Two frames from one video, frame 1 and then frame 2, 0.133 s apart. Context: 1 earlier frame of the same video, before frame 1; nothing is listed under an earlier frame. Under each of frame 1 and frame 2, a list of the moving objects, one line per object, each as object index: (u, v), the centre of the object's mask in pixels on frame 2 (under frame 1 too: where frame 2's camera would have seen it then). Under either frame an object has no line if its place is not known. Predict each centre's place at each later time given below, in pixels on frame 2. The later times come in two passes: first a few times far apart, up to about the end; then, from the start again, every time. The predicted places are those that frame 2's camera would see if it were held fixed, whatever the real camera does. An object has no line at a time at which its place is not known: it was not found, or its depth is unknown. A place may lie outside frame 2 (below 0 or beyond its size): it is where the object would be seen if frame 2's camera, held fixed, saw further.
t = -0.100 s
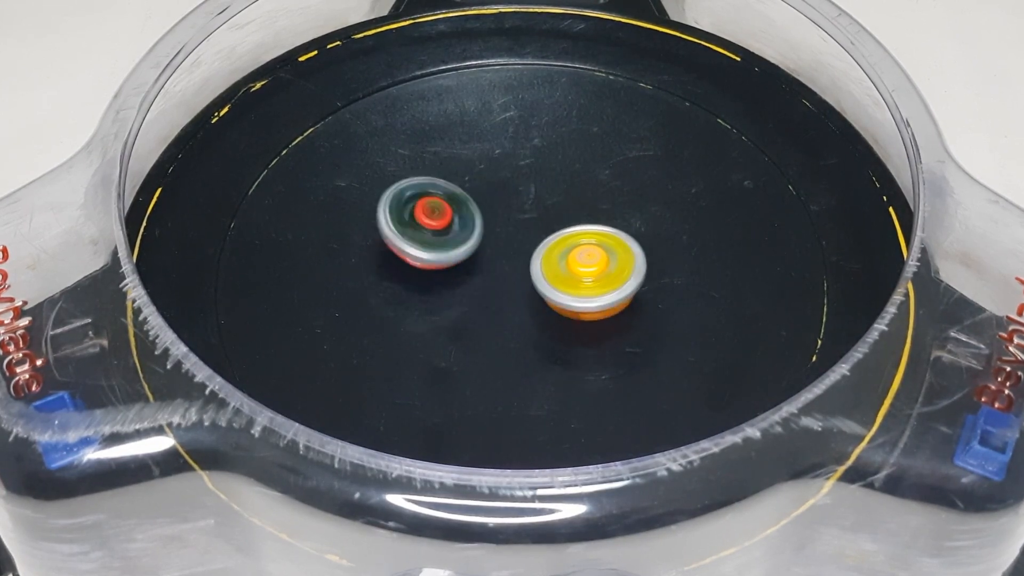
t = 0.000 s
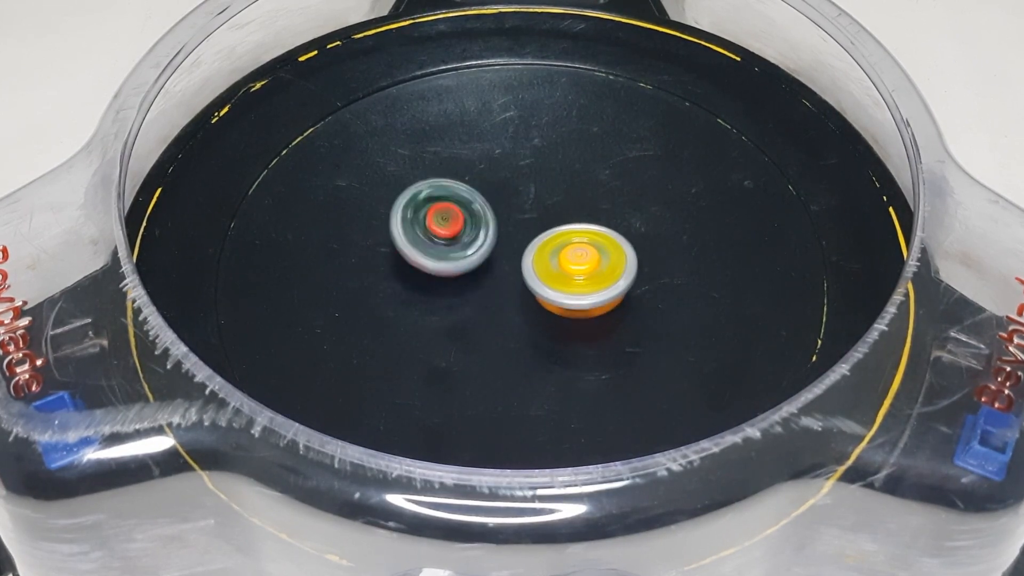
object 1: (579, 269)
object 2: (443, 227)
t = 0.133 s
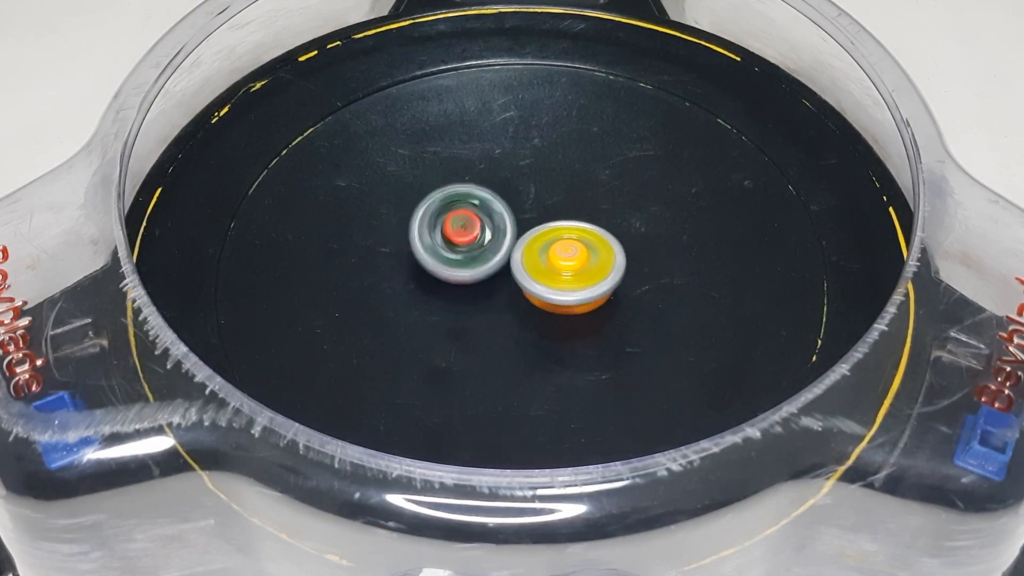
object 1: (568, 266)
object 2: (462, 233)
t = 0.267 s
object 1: (583, 269)
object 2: (464, 228)
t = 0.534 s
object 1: (589, 261)
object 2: (465, 235)
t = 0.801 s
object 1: (591, 250)
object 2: (447, 241)
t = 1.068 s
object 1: (590, 239)
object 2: (447, 242)
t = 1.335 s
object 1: (586, 233)
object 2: (467, 250)
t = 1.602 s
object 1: (578, 231)
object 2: (471, 269)
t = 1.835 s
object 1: (577, 230)
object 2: (461, 272)
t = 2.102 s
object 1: (615, 224)
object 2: (419, 273)
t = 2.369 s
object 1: (612, 225)
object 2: (447, 279)
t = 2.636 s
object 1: (587, 234)
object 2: (494, 299)
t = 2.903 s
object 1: (574, 227)
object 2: (492, 299)
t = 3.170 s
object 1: (620, 175)
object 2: (434, 295)
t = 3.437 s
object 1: (606, 176)
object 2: (478, 283)
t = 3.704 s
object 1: (583, 204)
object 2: (523, 297)
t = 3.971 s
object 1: (605, 199)
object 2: (499, 295)
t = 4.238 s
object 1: (606, 203)
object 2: (444, 242)
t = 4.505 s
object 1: (600, 211)
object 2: (494, 209)
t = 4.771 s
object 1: (611, 252)
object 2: (535, 183)
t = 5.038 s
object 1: (595, 267)
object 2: (542, 193)
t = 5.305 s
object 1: (562, 271)
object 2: (539, 192)
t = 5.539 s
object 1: (532, 268)
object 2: (540, 189)
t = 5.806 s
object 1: (507, 260)
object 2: (542, 189)
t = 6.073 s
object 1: (495, 252)
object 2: (544, 188)
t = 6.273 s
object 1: (492, 252)
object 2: (549, 187)
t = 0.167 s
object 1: (573, 268)
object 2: (462, 231)
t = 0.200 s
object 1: (575, 268)
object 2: (465, 230)
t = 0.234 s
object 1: (574, 267)
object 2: (470, 231)
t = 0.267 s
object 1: (583, 269)
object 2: (464, 228)
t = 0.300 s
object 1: (590, 271)
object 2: (461, 225)
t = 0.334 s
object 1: (592, 271)
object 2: (462, 225)
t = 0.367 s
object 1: (592, 270)
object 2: (464, 226)
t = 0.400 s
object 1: (592, 268)
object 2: (465, 229)
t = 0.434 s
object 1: (592, 266)
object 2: (465, 231)
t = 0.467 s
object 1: (591, 265)
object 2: (465, 233)
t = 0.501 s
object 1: (590, 263)
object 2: (465, 234)
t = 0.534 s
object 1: (589, 261)
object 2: (465, 235)
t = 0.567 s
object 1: (588, 260)
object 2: (466, 237)
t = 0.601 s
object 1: (586, 258)
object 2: (465, 238)
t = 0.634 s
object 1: (584, 256)
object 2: (465, 239)
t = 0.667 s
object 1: (582, 255)
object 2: (465, 240)
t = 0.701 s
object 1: (580, 253)
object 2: (465, 242)
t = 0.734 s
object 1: (578, 252)
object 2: (465, 243)
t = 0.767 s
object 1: (580, 250)
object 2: (461, 243)
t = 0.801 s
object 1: (591, 250)
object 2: (447, 241)
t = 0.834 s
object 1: (596, 249)
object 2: (439, 240)
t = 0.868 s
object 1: (596, 248)
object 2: (436, 239)
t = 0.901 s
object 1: (596, 247)
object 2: (438, 239)
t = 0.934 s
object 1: (595, 245)
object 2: (439, 239)
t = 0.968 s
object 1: (594, 243)
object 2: (441, 240)
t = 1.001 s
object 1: (593, 242)
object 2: (443, 240)
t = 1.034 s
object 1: (592, 241)
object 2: (445, 241)
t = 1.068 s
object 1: (590, 239)
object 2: (447, 242)
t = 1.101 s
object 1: (589, 238)
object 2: (449, 243)
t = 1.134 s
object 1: (587, 237)
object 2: (451, 243)
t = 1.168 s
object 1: (585, 237)
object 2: (453, 245)
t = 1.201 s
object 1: (583, 236)
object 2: (457, 245)
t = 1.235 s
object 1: (581, 235)
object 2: (462, 246)
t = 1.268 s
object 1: (580, 235)
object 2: (467, 248)
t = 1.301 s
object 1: (585, 234)
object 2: (466, 249)
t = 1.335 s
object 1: (586, 233)
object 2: (467, 250)
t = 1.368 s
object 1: (585, 233)
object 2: (470, 252)
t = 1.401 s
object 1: (583, 233)
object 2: (471, 254)
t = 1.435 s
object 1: (582, 232)
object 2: (473, 257)
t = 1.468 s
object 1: (583, 231)
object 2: (472, 260)
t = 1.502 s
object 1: (583, 231)
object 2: (472, 263)
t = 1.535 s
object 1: (582, 231)
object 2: (471, 265)
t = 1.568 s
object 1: (580, 231)
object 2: (472, 267)
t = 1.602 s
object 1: (578, 231)
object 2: (471, 269)
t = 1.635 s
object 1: (576, 232)
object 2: (472, 269)
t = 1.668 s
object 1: (577, 231)
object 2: (468, 271)
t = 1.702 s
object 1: (580, 230)
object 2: (463, 273)
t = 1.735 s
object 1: (580, 230)
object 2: (461, 274)
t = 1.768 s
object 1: (580, 230)
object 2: (461, 272)
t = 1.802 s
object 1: (579, 230)
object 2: (460, 273)
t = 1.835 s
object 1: (577, 230)
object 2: (461, 272)
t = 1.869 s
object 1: (575, 231)
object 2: (462, 273)
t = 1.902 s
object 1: (573, 231)
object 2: (463, 272)
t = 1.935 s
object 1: (571, 232)
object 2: (465, 272)
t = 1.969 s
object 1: (569, 233)
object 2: (465, 272)
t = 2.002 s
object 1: (571, 233)
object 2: (465, 272)
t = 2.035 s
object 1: (591, 229)
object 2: (444, 274)
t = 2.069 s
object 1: (606, 225)
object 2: (428, 275)
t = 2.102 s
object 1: (615, 224)
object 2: (419, 273)
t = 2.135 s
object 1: (618, 223)
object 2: (416, 272)
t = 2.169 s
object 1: (619, 222)
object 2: (417, 271)
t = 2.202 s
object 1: (618, 222)
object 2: (421, 271)
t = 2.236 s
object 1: (618, 223)
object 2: (426, 272)
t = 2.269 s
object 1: (616, 223)
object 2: (430, 273)
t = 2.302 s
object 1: (615, 223)
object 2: (434, 274)
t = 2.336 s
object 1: (614, 224)
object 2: (440, 277)
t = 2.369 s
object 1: (612, 225)
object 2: (447, 279)
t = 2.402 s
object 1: (609, 226)
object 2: (454, 282)
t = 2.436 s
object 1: (606, 227)
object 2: (461, 285)
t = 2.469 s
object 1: (604, 228)
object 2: (468, 288)
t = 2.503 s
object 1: (601, 229)
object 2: (475, 291)
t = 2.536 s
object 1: (597, 230)
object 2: (481, 294)
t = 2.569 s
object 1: (594, 232)
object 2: (486, 296)
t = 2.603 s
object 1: (591, 233)
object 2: (491, 298)
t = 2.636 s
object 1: (587, 234)
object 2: (494, 299)
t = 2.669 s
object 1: (584, 235)
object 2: (495, 300)
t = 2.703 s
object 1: (580, 236)
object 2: (497, 300)
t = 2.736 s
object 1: (577, 236)
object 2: (498, 301)
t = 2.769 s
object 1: (575, 236)
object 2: (496, 301)
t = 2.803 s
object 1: (574, 234)
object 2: (495, 300)
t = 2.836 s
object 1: (576, 230)
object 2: (491, 302)
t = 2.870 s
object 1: (576, 228)
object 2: (490, 301)
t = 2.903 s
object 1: (574, 227)
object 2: (492, 299)
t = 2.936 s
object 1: (571, 227)
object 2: (495, 298)
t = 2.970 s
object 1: (568, 226)
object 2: (497, 296)
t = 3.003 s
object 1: (565, 226)
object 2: (497, 295)
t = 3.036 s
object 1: (571, 218)
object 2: (493, 294)
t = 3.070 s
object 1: (590, 204)
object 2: (472, 299)
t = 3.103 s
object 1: (605, 191)
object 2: (454, 299)
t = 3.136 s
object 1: (615, 182)
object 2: (441, 300)
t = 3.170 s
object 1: (620, 175)
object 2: (434, 295)
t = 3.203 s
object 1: (622, 172)
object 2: (432, 293)
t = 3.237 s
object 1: (621, 171)
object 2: (435, 287)
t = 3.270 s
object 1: (620, 170)
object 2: (441, 284)
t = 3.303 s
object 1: (618, 170)
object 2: (447, 282)
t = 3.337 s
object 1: (615, 170)
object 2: (454, 280)
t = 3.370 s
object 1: (612, 171)
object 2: (462, 281)
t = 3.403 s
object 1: (609, 173)
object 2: (470, 281)
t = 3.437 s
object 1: (606, 176)
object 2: (478, 283)
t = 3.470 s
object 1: (602, 179)
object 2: (486, 284)
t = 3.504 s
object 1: (599, 182)
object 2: (494, 286)
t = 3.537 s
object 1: (596, 186)
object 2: (502, 289)
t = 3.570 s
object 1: (592, 190)
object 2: (508, 291)
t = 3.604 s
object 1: (589, 194)
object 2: (514, 294)
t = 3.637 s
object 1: (587, 198)
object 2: (519, 295)
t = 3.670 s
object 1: (585, 201)
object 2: (522, 296)
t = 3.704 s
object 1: (583, 204)
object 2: (523, 297)
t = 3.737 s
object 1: (581, 207)
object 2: (523, 298)
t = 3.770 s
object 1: (580, 210)
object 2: (525, 297)
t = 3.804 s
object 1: (578, 213)
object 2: (527, 297)
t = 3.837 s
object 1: (576, 215)
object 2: (529, 296)
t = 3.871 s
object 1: (574, 217)
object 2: (533, 294)
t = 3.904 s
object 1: (582, 206)
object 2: (522, 296)
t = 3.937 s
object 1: (593, 202)
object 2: (512, 299)
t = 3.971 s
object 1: (605, 199)
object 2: (499, 295)
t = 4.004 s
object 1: (615, 197)
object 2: (489, 293)
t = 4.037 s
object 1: (620, 198)
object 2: (473, 284)
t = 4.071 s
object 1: (620, 199)
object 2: (462, 281)
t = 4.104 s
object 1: (618, 200)
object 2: (449, 273)
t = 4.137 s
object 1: (615, 201)
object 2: (444, 262)
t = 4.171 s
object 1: (612, 201)
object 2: (438, 256)
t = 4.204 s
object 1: (609, 202)
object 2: (438, 249)
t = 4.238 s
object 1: (606, 203)
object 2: (444, 242)
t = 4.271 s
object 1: (603, 203)
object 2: (448, 237)
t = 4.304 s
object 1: (599, 204)
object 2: (458, 230)
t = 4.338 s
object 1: (596, 205)
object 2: (465, 226)
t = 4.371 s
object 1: (593, 205)
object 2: (474, 222)
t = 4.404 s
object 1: (589, 206)
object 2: (485, 219)
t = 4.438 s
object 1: (591, 207)
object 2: (490, 217)
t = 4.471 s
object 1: (595, 209)
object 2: (492, 214)
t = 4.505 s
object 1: (600, 211)
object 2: (494, 209)
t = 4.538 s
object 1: (601, 214)
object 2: (498, 205)
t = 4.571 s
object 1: (600, 216)
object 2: (503, 203)
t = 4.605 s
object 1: (601, 220)
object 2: (507, 200)
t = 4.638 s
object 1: (605, 227)
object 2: (512, 193)
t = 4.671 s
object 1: (609, 236)
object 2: (519, 188)
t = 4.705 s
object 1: (611, 244)
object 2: (525, 185)
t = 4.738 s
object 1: (612, 249)
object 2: (531, 183)
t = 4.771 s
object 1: (611, 252)
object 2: (535, 183)
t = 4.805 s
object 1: (610, 254)
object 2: (537, 183)
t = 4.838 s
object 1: (609, 255)
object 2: (538, 185)
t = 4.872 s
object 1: (607, 257)
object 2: (541, 186)
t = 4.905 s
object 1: (606, 259)
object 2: (542, 188)
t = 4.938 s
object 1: (603, 260)
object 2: (543, 190)
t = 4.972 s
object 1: (601, 261)
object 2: (542, 192)
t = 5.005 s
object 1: (598, 263)
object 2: (542, 192)
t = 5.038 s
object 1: (595, 267)
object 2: (542, 193)
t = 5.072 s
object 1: (591, 268)
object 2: (541, 194)
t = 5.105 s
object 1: (587, 269)
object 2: (540, 194)
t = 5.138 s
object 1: (583, 269)
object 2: (539, 194)
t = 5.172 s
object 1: (579, 270)
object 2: (539, 194)
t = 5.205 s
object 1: (575, 271)
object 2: (539, 193)
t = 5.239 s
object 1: (571, 271)
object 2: (539, 193)
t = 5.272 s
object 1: (566, 272)
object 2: (539, 192)
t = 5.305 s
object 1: (562, 271)
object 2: (539, 192)
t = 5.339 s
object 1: (558, 271)
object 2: (539, 191)
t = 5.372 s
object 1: (554, 271)
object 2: (539, 191)
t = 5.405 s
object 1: (550, 271)
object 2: (539, 190)
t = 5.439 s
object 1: (545, 270)
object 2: (539, 190)
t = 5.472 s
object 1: (541, 269)
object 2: (539, 189)
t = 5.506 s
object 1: (536, 269)
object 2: (540, 189)
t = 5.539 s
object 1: (532, 268)
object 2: (540, 189)
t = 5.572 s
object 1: (529, 267)
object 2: (540, 189)
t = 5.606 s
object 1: (526, 266)
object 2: (540, 189)
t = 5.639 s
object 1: (522, 265)
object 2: (540, 189)
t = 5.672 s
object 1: (518, 264)
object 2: (540, 189)
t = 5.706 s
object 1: (515, 263)
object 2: (540, 189)
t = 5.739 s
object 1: (512, 262)
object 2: (541, 189)
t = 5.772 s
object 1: (509, 261)
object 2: (541, 189)
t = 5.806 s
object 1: (507, 260)
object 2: (542, 189)
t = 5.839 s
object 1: (504, 259)
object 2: (542, 189)
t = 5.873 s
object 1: (503, 258)
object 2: (542, 189)
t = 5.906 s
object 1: (501, 257)
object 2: (542, 188)
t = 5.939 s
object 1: (500, 256)
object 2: (543, 188)
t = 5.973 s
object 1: (498, 254)
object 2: (543, 188)
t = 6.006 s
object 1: (497, 253)
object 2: (543, 188)
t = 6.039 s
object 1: (496, 253)
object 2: (544, 188)
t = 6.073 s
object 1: (495, 252)
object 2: (544, 188)
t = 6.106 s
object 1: (494, 251)
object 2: (545, 188)
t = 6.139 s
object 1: (493, 250)
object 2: (545, 188)
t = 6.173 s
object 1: (492, 249)
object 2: (546, 188)
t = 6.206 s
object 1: (491, 251)
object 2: (546, 186)
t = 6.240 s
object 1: (491, 253)
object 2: (548, 186)
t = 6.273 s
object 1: (492, 252)
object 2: (549, 187)
